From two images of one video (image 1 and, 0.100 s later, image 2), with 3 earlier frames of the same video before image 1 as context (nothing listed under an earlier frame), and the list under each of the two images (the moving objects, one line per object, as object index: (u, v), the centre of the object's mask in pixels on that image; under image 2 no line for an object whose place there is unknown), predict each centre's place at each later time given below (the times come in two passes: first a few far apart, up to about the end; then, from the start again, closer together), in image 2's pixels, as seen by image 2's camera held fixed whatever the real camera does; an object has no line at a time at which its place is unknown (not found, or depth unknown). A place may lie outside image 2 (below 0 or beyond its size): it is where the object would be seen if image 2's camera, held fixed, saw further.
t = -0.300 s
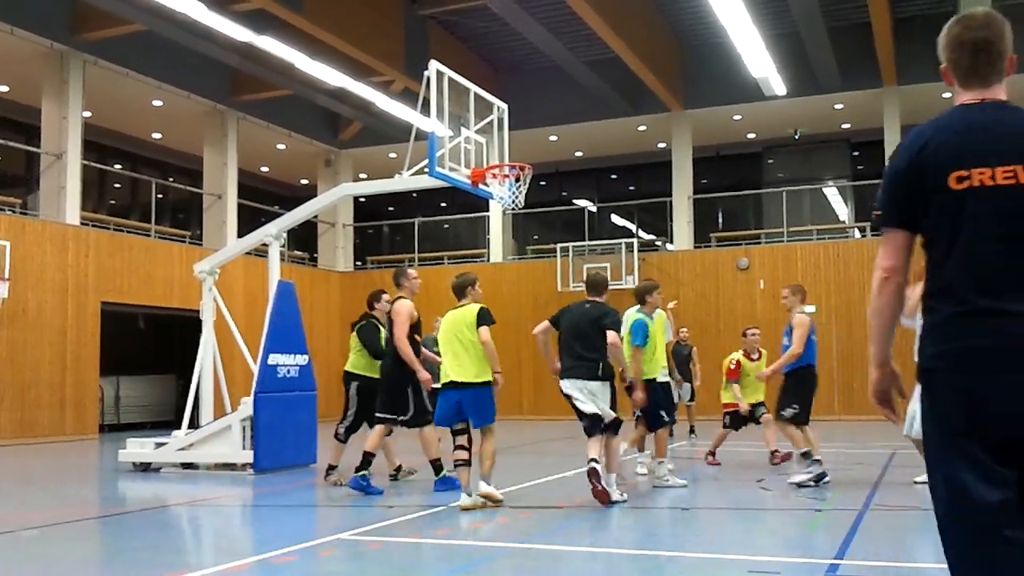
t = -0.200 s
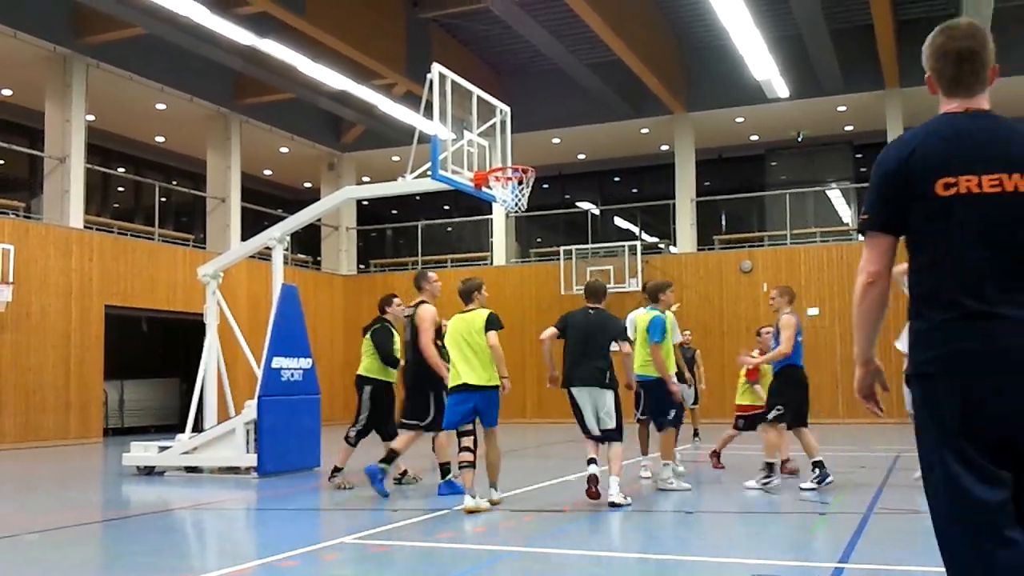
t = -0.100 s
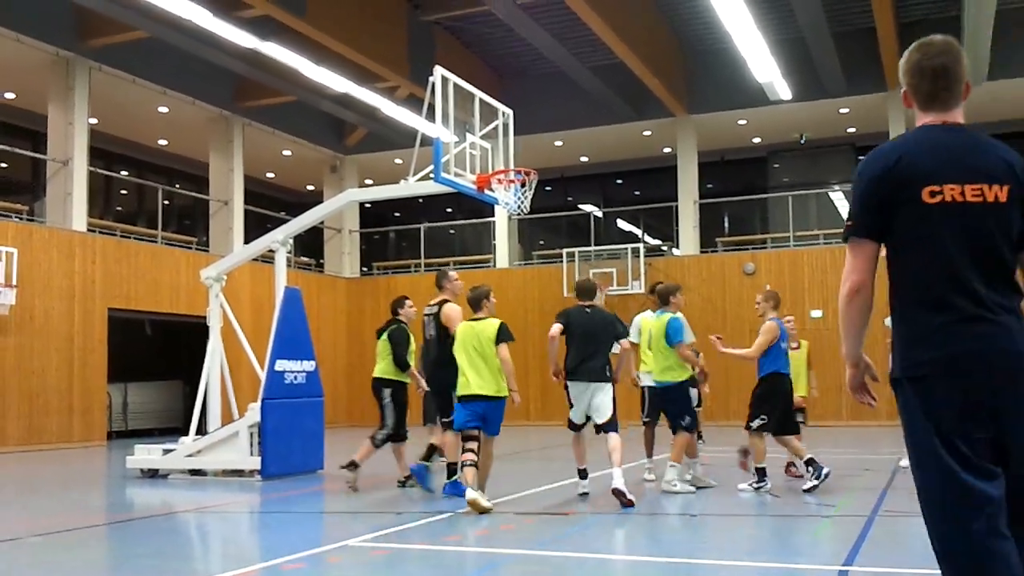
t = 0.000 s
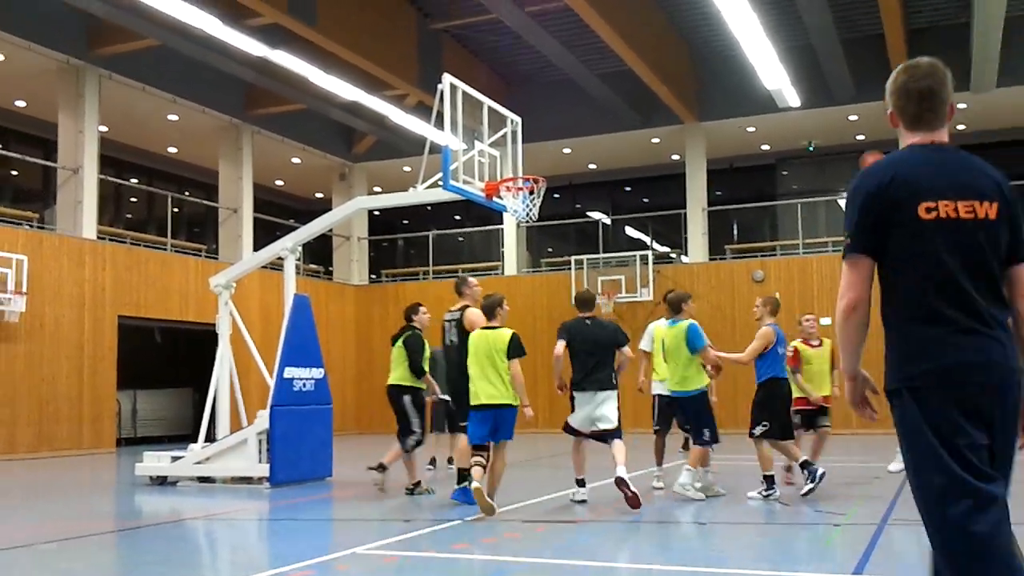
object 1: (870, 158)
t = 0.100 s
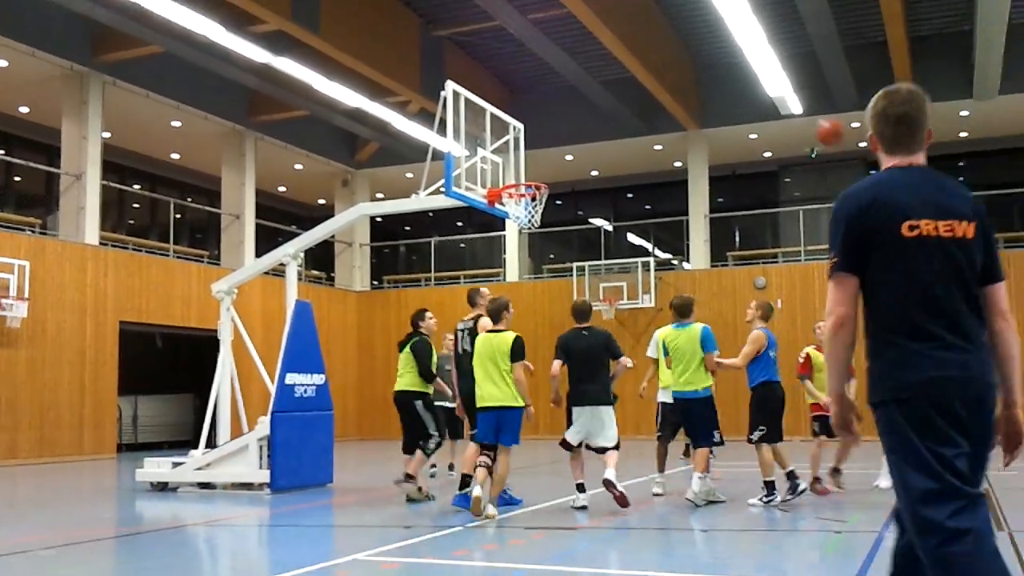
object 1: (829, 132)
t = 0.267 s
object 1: (753, 91)
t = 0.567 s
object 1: (634, 89)
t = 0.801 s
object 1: (551, 146)
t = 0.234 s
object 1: (768, 98)
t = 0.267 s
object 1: (753, 91)
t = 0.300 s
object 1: (741, 85)
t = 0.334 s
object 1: (727, 82)
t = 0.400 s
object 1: (700, 79)
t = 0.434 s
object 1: (687, 78)
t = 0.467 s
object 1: (674, 79)
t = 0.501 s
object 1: (660, 81)
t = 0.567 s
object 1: (634, 89)
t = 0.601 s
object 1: (622, 94)
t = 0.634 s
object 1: (611, 100)
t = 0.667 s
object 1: (598, 107)
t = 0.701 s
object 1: (586, 115)
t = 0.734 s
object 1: (574, 125)
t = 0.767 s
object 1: (562, 134)
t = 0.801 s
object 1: (551, 146)
